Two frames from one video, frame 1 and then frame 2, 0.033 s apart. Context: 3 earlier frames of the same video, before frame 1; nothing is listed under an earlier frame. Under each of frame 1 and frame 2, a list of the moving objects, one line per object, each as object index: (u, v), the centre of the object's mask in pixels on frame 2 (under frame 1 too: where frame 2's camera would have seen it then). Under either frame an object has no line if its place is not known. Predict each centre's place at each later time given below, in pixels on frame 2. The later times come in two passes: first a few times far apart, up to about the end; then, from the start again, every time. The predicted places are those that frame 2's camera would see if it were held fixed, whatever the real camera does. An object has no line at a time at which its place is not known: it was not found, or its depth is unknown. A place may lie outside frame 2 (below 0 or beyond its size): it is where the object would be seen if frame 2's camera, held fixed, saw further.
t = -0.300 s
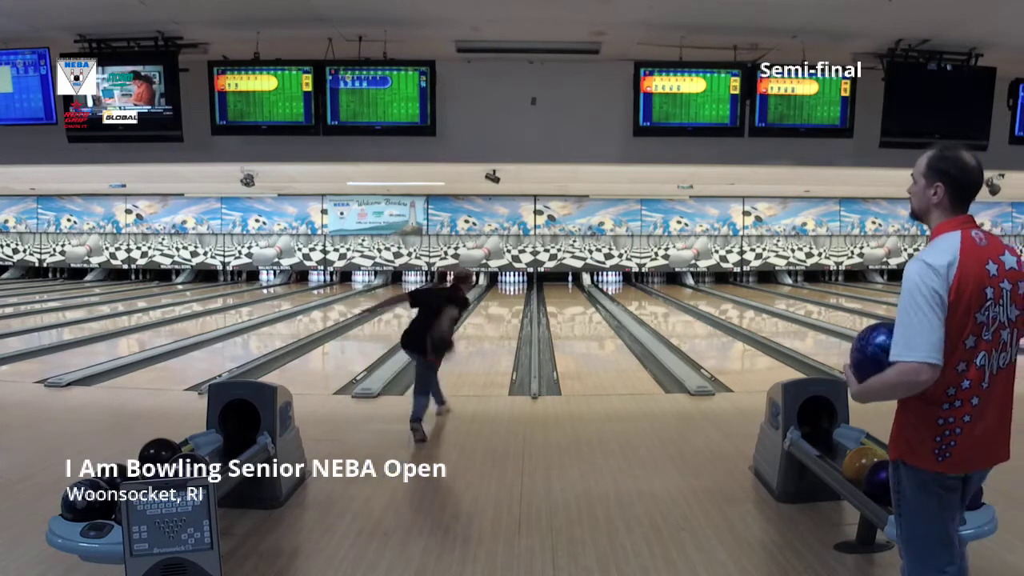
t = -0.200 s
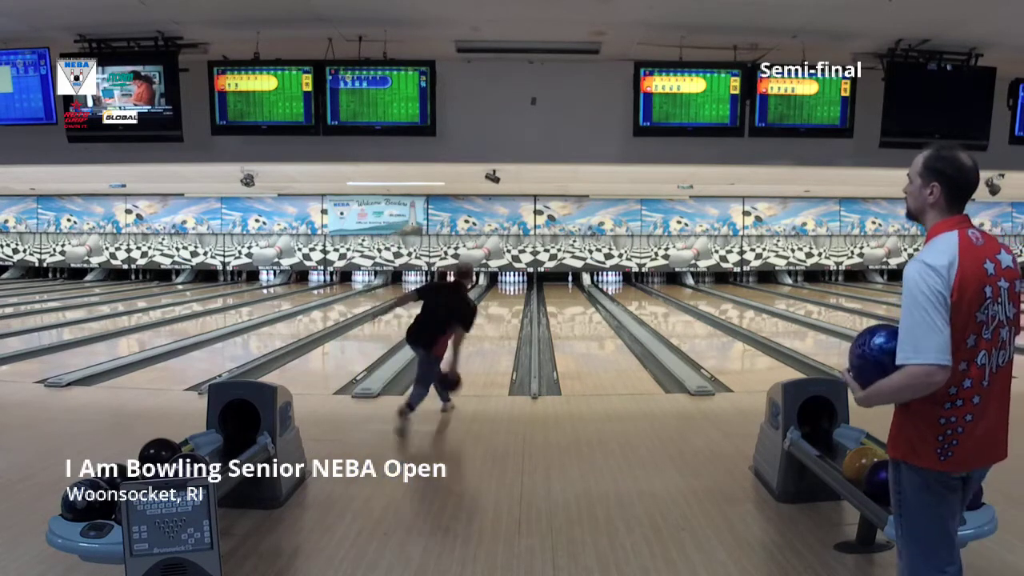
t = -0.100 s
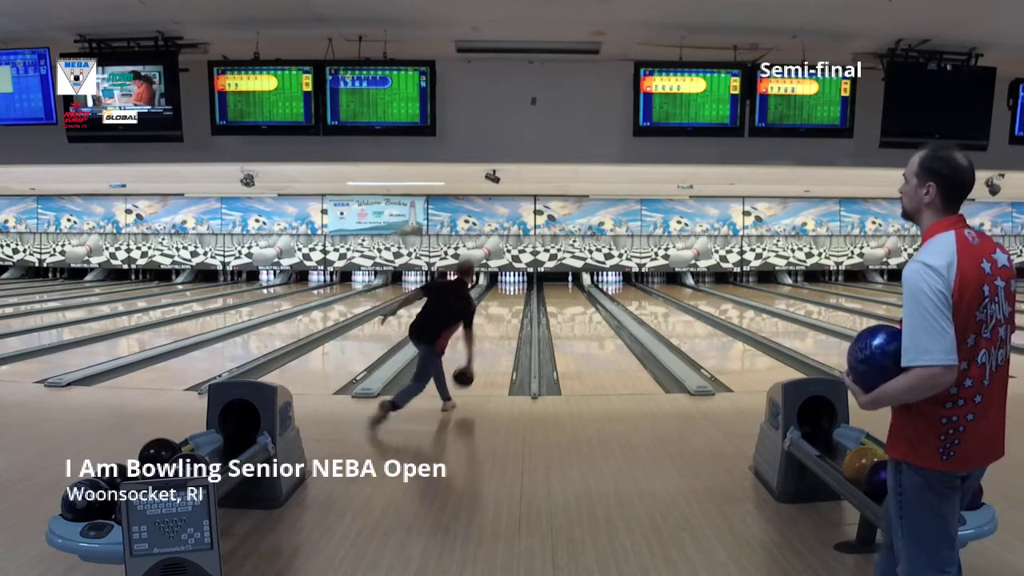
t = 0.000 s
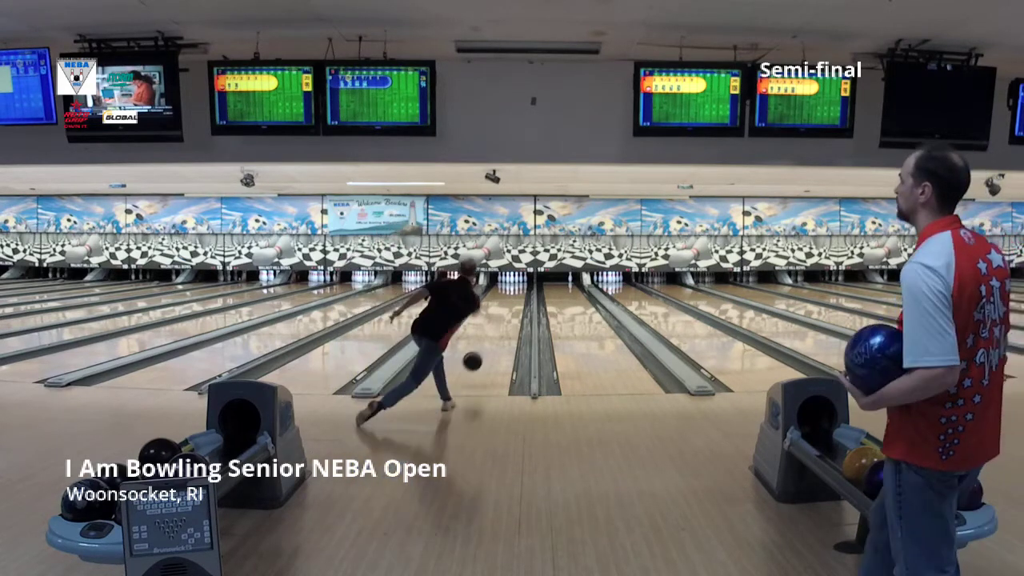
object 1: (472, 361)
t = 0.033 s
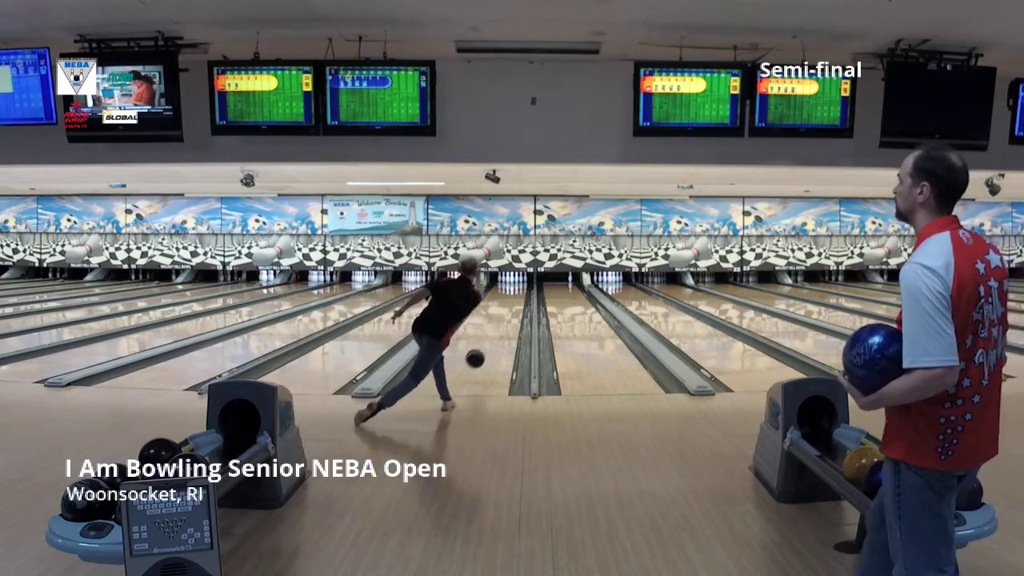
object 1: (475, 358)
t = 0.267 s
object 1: (489, 346)
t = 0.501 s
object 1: (499, 329)
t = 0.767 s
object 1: (506, 315)
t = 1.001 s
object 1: (511, 306)
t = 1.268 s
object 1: (514, 298)
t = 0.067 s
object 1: (477, 356)
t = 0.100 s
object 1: (480, 356)
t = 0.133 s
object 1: (482, 356)
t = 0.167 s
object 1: (484, 356)
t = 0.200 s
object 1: (486, 353)
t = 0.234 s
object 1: (488, 349)
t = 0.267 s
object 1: (489, 346)
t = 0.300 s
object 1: (491, 343)
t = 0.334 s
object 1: (493, 341)
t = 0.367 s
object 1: (494, 338)
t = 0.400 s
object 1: (495, 336)
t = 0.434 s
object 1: (496, 333)
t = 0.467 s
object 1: (498, 331)
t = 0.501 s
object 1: (499, 329)
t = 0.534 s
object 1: (500, 327)
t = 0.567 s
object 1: (501, 325)
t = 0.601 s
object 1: (502, 323)
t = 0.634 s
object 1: (503, 321)
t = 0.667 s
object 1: (504, 320)
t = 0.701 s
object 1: (505, 318)
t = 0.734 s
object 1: (505, 317)
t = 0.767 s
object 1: (506, 315)
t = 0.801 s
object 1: (507, 314)
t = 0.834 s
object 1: (508, 312)
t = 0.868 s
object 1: (508, 311)
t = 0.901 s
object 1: (509, 310)
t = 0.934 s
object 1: (510, 309)
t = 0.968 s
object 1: (510, 307)
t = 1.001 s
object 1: (511, 306)
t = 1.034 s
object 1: (511, 305)
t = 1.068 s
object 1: (512, 304)
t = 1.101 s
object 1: (512, 303)
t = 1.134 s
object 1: (513, 301)
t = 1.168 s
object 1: (513, 301)
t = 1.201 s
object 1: (513, 300)
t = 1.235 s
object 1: (514, 299)
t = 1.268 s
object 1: (514, 298)
